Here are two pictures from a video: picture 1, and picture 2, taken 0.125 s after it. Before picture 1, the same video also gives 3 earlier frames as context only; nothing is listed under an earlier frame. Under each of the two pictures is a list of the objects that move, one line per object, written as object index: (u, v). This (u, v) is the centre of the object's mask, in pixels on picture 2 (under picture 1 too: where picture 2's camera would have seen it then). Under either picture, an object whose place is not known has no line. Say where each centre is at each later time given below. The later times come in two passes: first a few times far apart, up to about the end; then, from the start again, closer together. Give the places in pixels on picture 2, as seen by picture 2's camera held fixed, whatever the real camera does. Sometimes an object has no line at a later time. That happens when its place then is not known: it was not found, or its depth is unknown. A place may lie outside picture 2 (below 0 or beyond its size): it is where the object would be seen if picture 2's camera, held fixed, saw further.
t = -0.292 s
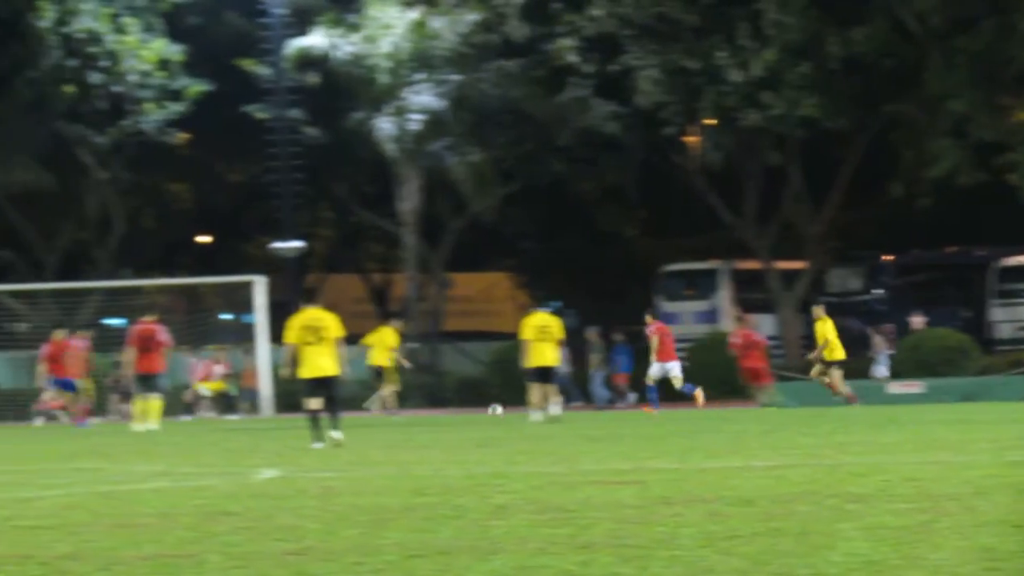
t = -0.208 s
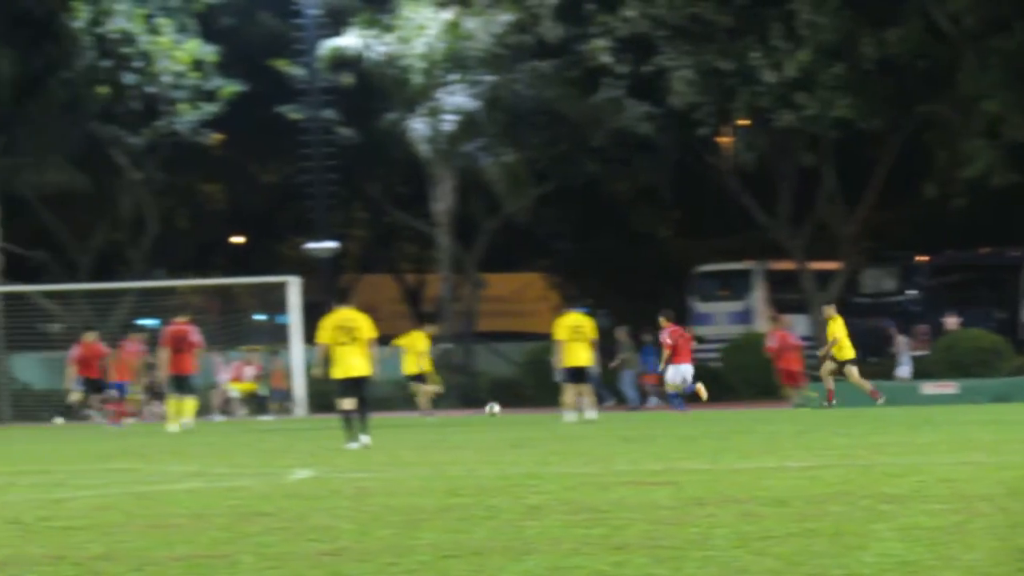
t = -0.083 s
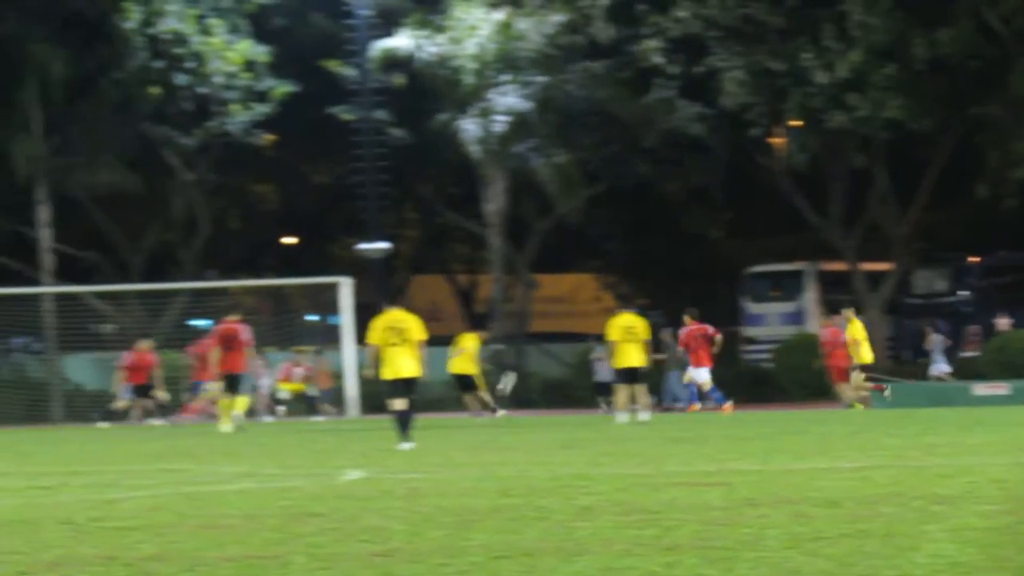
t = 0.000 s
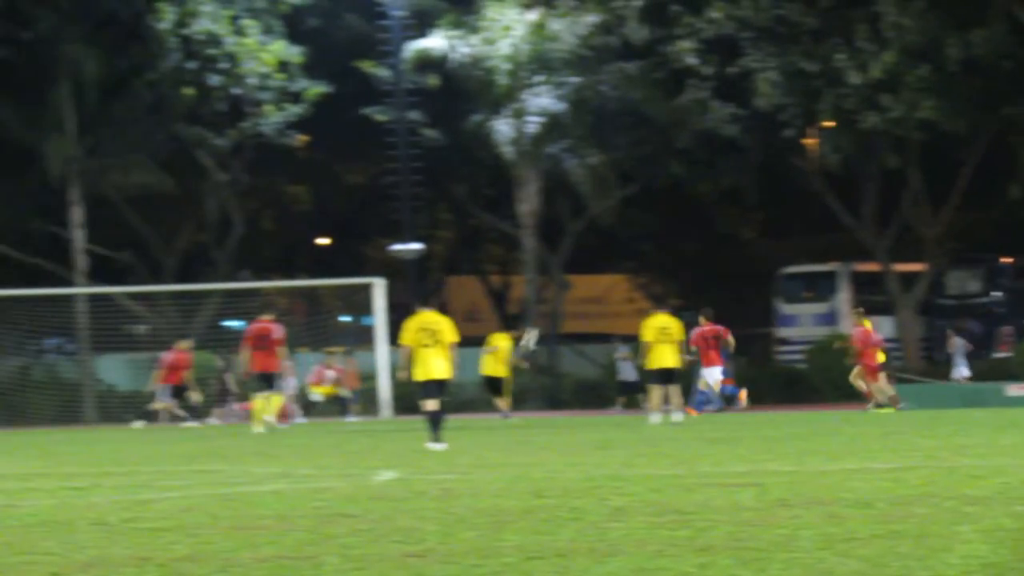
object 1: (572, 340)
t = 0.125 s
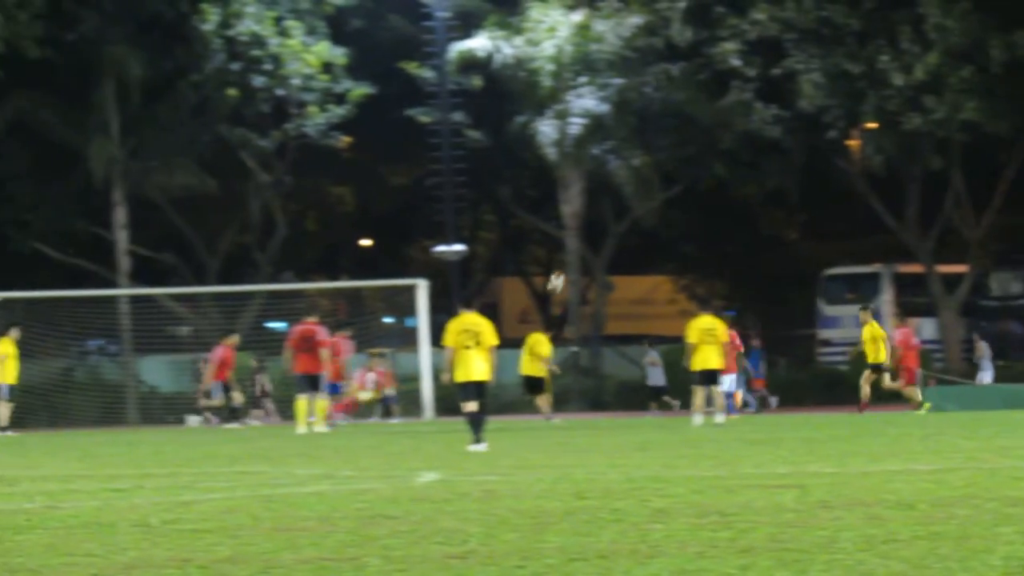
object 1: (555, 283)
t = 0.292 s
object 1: (534, 222)
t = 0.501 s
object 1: (505, 173)
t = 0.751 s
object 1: (469, 148)
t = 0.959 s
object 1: (439, 154)
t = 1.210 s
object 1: (402, 191)
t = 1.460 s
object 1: (368, 255)
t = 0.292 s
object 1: (534, 222)
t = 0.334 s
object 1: (529, 210)
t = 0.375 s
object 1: (523, 199)
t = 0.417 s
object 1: (517, 189)
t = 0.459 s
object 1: (511, 180)
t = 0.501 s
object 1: (505, 173)
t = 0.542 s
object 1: (499, 166)
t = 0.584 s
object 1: (494, 160)
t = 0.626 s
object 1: (488, 155)
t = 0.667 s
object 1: (482, 152)
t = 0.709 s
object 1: (475, 150)
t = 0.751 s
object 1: (469, 148)
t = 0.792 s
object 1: (464, 147)
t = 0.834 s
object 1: (458, 147)
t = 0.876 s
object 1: (451, 149)
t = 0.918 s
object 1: (445, 151)
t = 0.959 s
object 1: (439, 154)
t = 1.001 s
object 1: (433, 158)
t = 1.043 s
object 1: (426, 163)
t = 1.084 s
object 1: (420, 169)
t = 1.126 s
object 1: (414, 175)
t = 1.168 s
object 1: (408, 183)
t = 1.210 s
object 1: (402, 191)
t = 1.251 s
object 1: (396, 199)
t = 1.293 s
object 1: (390, 209)
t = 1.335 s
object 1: (385, 219)
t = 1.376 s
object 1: (379, 231)
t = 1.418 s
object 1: (372, 242)
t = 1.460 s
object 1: (368, 255)
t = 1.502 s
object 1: (362, 269)
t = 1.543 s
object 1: (357, 283)
